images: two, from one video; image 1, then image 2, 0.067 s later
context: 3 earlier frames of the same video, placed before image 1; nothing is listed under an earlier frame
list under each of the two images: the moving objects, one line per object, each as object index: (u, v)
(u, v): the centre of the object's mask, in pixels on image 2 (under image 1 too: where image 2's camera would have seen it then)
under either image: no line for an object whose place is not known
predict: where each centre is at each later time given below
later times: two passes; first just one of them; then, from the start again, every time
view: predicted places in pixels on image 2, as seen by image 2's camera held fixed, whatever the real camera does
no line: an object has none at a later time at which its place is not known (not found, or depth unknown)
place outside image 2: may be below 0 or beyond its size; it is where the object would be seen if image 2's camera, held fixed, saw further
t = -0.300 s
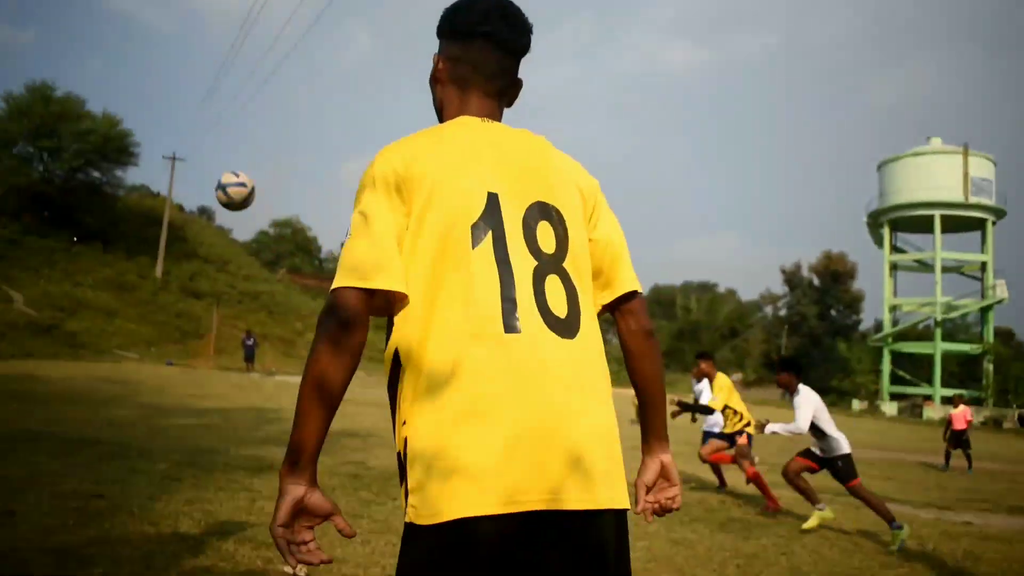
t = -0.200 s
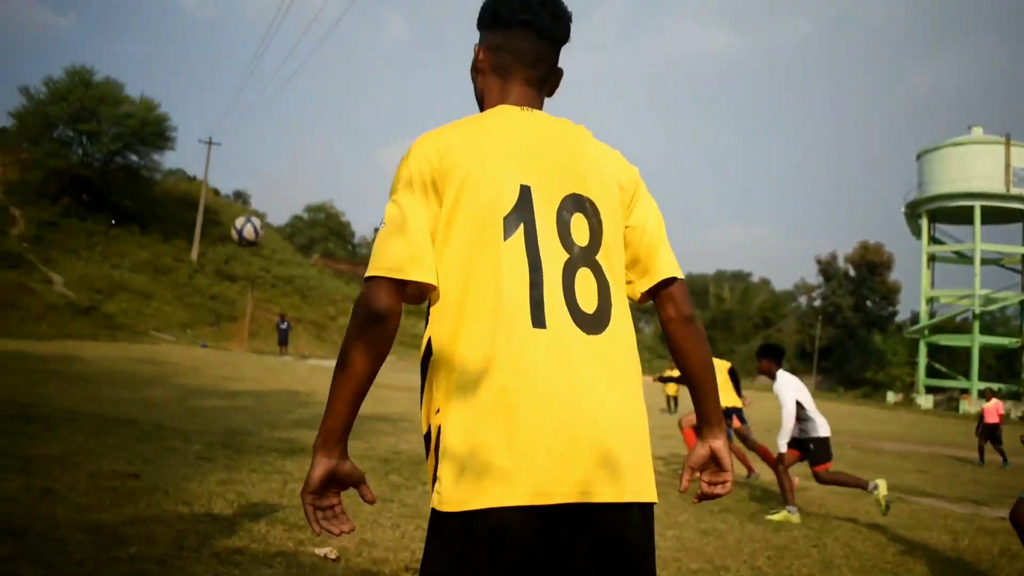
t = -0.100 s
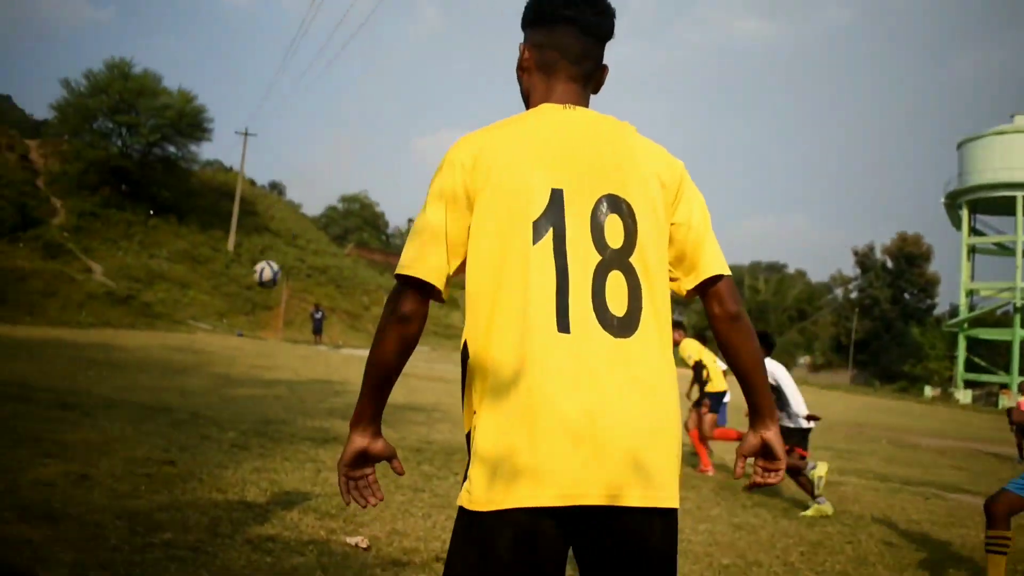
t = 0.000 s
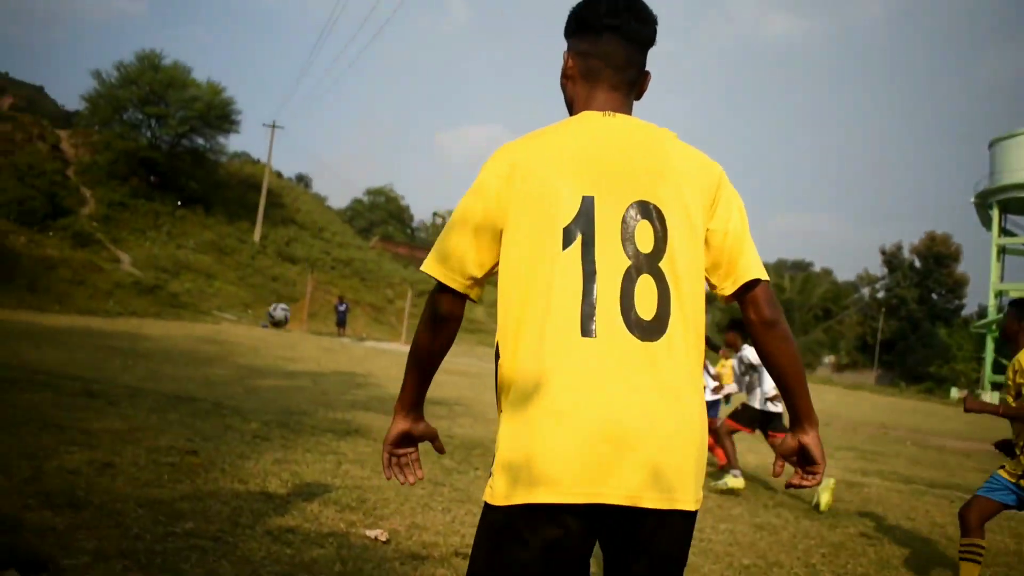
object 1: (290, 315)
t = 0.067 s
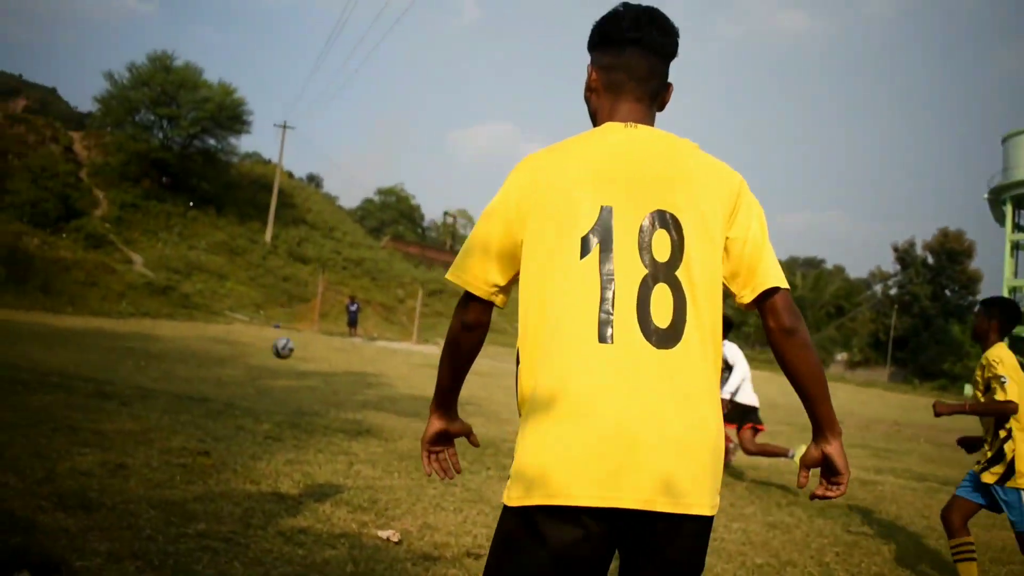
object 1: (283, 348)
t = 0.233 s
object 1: (281, 366)
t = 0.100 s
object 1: (279, 364)
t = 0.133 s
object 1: (276, 379)
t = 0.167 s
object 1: (275, 389)
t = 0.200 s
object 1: (277, 377)
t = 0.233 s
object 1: (281, 366)
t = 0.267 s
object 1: (284, 355)
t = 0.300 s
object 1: (286, 345)
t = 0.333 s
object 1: (289, 337)
